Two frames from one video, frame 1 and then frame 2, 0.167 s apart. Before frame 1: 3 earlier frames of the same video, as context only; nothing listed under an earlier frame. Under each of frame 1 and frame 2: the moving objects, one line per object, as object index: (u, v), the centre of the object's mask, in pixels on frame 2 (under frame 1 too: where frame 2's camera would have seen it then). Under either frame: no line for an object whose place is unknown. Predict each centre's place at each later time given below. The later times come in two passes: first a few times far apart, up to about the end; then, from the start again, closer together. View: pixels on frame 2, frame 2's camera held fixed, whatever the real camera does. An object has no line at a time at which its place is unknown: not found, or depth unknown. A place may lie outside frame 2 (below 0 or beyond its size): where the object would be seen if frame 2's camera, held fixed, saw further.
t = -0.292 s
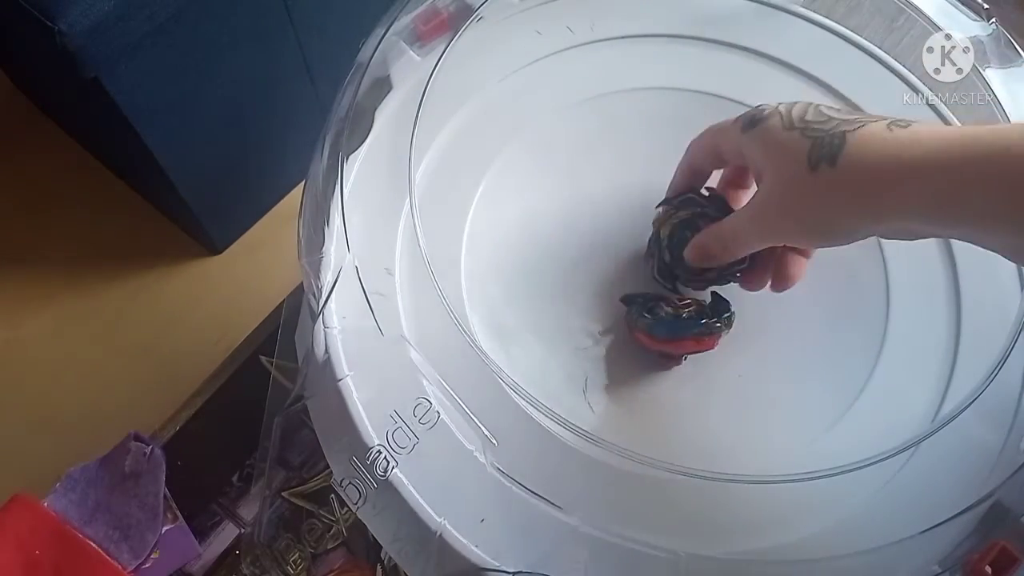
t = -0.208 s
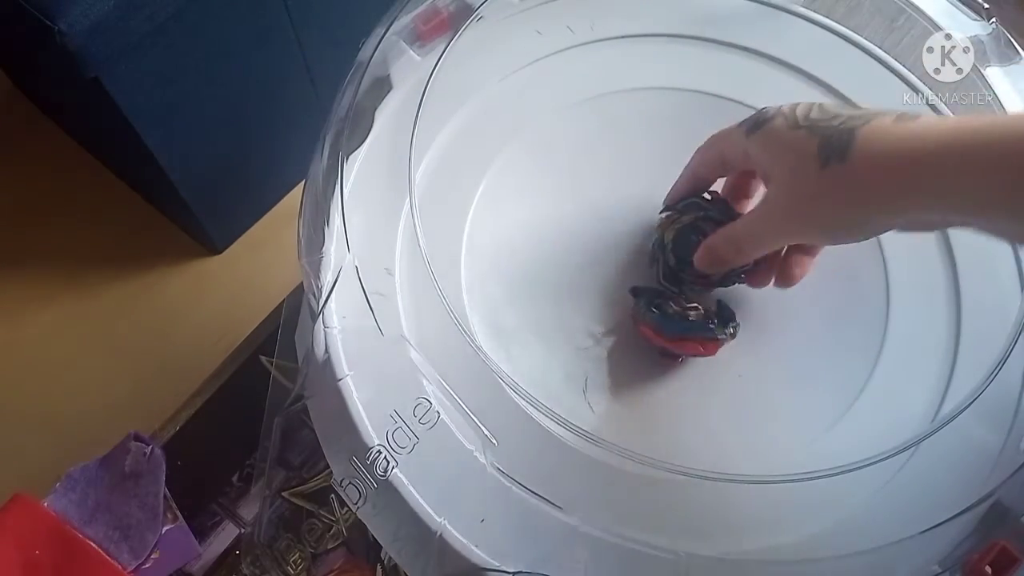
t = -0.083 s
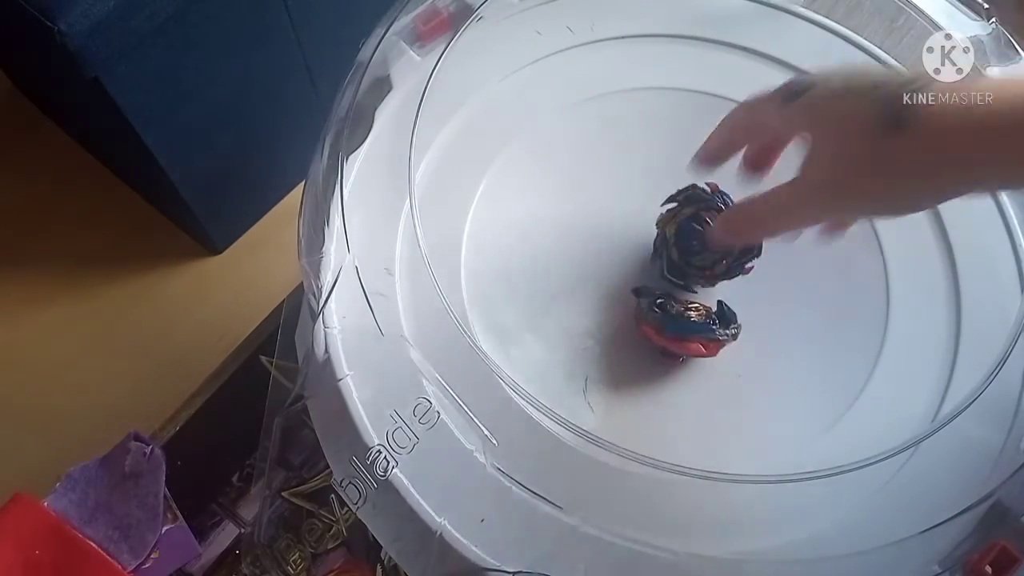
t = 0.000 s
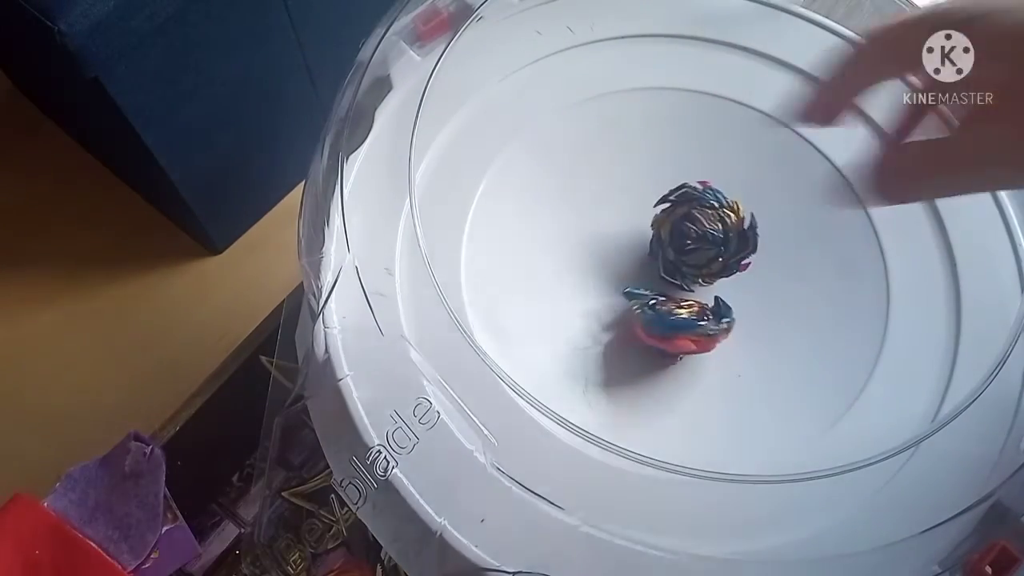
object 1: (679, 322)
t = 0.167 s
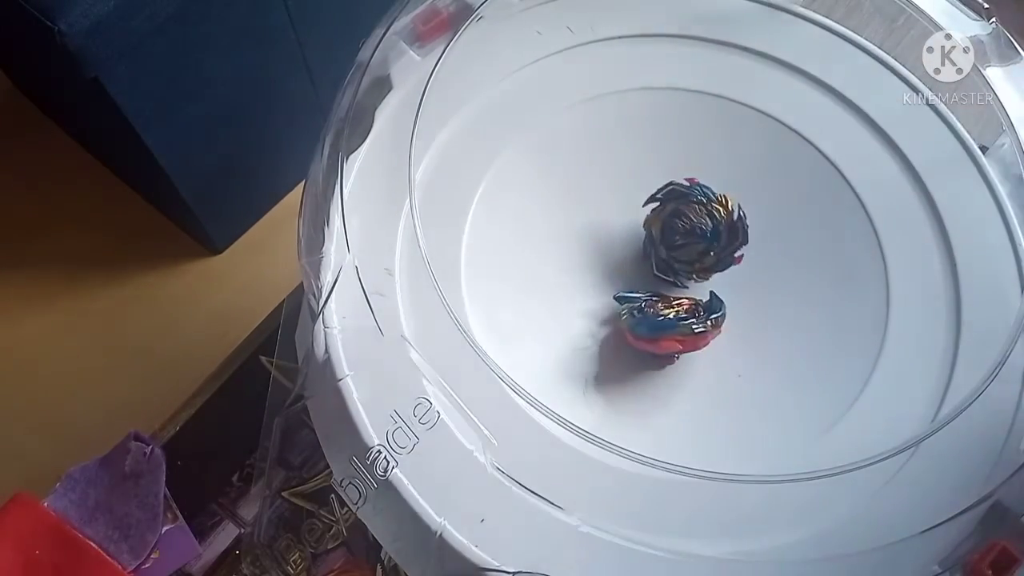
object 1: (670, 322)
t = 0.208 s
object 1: (670, 322)
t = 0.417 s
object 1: (683, 323)
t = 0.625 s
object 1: (676, 322)
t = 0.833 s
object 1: (675, 322)
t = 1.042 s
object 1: (683, 322)
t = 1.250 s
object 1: (672, 322)
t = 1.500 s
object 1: (682, 322)
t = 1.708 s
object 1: (675, 322)
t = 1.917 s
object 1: (676, 321)
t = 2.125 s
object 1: (681, 321)
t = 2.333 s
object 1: (672, 322)
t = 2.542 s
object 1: (679, 322)
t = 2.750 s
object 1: (676, 321)
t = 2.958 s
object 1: (673, 321)
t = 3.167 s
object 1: (679, 322)
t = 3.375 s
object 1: (676, 321)
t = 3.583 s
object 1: (675, 321)
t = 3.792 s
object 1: (680, 322)
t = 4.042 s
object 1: (674, 321)
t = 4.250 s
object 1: (675, 321)
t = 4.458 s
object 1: (679, 322)
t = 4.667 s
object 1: (676, 321)
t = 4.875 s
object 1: (674, 321)
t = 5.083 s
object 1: (676, 321)
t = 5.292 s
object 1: (679, 322)
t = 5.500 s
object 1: (677, 321)
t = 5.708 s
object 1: (675, 321)
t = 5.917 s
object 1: (677, 322)
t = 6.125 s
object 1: (678, 322)
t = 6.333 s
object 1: (676, 321)
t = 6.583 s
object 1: (678, 322)
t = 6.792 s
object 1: (677, 321)
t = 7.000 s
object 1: (677, 322)
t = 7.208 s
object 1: (677, 321)
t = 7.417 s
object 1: (677, 322)
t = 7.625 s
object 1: (677, 322)
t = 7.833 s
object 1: (677, 322)
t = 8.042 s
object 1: (677, 322)
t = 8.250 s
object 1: (677, 322)
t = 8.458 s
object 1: (677, 322)
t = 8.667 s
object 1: (677, 322)
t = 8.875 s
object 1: (677, 322)
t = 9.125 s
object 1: (677, 322)
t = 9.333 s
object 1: (677, 321)
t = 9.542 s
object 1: (677, 322)
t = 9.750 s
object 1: (677, 321)
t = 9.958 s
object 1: (677, 321)
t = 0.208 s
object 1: (670, 322)
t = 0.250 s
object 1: (672, 322)
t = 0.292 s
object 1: (675, 322)
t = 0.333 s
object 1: (678, 321)
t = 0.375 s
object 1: (682, 322)
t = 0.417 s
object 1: (683, 323)
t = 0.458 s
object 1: (684, 323)
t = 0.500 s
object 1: (684, 322)
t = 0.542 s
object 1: (683, 322)
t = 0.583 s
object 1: (679, 321)
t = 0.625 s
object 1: (676, 322)
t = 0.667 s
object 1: (674, 322)
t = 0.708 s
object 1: (671, 322)
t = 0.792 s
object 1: (673, 322)
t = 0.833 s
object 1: (675, 322)
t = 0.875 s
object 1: (677, 322)
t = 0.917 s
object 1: (681, 322)
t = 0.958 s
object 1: (683, 322)
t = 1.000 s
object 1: (683, 322)
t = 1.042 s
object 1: (683, 322)
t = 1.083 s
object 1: (682, 322)
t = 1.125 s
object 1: (678, 322)
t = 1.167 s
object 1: (676, 322)
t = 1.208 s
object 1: (674, 322)
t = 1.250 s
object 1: (672, 322)
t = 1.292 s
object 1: (672, 322)
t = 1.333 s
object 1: (674, 322)
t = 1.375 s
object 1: (676, 322)
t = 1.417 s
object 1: (678, 322)
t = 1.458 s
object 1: (681, 322)
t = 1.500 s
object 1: (682, 322)
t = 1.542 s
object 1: (682, 322)
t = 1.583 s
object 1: (682, 322)
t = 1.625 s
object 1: (679, 321)
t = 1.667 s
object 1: (677, 321)
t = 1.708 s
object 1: (675, 322)
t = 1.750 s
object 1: (673, 322)
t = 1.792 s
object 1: (672, 322)
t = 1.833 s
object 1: (673, 322)
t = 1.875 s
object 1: (674, 321)
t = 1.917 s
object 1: (676, 321)
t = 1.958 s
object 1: (678, 321)
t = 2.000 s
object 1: (681, 321)
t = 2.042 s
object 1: (681, 321)
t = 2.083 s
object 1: (681, 321)
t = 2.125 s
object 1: (681, 321)
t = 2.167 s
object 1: (678, 321)
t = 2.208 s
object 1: (676, 322)
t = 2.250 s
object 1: (675, 322)
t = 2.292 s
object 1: (673, 322)
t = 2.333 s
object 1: (672, 322)
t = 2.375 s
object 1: (673, 322)
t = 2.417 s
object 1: (674, 322)
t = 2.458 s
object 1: (676, 322)
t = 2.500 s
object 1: (677, 321)
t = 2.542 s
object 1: (679, 322)
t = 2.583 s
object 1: (680, 322)
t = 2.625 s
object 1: (680, 322)
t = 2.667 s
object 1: (680, 322)
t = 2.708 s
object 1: (678, 322)
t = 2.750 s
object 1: (676, 321)
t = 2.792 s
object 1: (675, 321)
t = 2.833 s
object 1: (674, 321)
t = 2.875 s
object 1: (673, 321)
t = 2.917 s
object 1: (672, 321)
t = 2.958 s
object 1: (673, 321)
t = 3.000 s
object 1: (674, 321)
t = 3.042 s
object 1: (675, 321)
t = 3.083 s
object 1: (677, 322)
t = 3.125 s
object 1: (679, 322)
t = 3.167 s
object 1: (679, 322)
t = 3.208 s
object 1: (680, 322)
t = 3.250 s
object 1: (679, 322)
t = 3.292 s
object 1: (678, 322)
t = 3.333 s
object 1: (677, 321)
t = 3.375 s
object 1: (676, 321)
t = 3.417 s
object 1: (674, 321)
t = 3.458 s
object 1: (673, 321)
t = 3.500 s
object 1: (673, 321)
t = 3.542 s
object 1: (674, 321)
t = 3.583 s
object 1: (675, 321)
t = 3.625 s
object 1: (676, 321)
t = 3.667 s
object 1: (677, 322)
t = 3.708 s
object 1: (678, 322)
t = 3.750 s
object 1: (679, 322)
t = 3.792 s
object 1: (680, 322)
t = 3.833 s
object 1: (679, 322)
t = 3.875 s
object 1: (678, 322)
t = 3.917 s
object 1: (677, 322)
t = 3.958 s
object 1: (676, 321)
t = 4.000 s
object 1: (675, 321)
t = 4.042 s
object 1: (674, 321)
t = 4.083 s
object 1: (674, 321)
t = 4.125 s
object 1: (674, 321)
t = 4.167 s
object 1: (674, 321)
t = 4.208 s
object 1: (675, 321)
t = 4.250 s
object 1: (675, 321)
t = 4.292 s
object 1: (676, 321)
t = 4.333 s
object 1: (677, 321)
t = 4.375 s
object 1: (678, 322)
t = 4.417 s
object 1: (679, 322)
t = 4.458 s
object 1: (679, 322)
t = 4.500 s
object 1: (679, 322)
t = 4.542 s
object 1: (678, 322)
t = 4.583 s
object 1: (678, 322)
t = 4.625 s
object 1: (677, 321)
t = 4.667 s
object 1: (676, 321)
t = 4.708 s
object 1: (675, 321)
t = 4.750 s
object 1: (675, 321)
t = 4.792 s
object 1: (675, 321)
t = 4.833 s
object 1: (674, 321)
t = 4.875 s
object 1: (674, 321)
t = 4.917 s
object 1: (674, 321)
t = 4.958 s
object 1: (675, 321)
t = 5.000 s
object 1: (675, 321)
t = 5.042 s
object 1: (676, 321)
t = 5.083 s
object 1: (676, 321)
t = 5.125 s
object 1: (677, 321)
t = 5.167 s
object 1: (678, 322)
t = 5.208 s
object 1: (679, 322)
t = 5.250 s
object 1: (679, 322)
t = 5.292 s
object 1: (679, 322)
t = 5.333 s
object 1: (679, 322)
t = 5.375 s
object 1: (678, 322)
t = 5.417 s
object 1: (678, 322)
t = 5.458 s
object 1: (678, 322)
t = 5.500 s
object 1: (677, 321)
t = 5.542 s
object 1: (676, 321)
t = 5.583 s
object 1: (676, 321)
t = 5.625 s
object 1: (676, 321)
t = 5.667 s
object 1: (675, 321)
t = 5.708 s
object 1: (675, 321)
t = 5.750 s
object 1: (675, 321)
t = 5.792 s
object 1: (676, 321)
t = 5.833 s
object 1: (676, 321)
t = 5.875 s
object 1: (676, 321)
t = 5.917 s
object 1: (677, 322)
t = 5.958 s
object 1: (678, 322)
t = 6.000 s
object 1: (678, 322)
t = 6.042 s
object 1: (678, 322)
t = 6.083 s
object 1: (678, 322)
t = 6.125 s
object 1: (678, 322)
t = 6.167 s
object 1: (678, 322)
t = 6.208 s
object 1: (677, 321)
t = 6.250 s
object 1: (676, 321)
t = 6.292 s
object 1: (676, 321)
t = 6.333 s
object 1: (676, 321)
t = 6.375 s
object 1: (676, 321)
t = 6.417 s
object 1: (676, 321)
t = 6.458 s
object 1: (677, 321)
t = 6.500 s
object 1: (677, 321)
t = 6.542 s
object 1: (678, 322)
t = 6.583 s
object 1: (678, 322)
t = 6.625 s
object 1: (678, 322)
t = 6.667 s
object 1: (678, 322)
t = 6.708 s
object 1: (677, 322)
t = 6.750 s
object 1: (677, 322)
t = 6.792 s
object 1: (677, 321)
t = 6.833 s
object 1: (676, 321)
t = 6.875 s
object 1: (676, 322)
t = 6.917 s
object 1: (677, 322)
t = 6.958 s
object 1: (677, 321)
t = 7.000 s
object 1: (677, 322)
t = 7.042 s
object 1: (678, 322)
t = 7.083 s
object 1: (678, 322)
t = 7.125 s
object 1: (678, 322)
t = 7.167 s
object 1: (677, 322)
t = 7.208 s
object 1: (677, 321)
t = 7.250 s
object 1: (677, 322)
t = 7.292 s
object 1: (677, 321)
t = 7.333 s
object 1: (677, 321)
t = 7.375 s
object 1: (677, 321)
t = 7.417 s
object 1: (677, 322)
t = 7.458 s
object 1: (678, 322)
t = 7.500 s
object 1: (678, 322)
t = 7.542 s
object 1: (678, 322)
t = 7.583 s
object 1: (677, 322)
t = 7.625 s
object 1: (677, 322)
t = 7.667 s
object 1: (677, 322)
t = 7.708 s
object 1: (677, 322)
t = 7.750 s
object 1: (677, 322)
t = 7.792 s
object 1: (677, 322)
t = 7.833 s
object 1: (677, 322)
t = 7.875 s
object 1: (678, 322)
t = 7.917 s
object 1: (678, 322)
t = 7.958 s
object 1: (677, 322)
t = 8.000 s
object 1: (677, 322)
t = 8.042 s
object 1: (677, 322)
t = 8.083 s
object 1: (677, 322)
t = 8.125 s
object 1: (677, 322)
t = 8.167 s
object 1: (677, 322)
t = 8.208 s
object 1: (677, 322)
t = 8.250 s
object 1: (677, 322)
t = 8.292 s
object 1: (677, 322)
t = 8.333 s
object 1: (677, 322)
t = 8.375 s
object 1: (677, 322)
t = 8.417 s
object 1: (677, 322)
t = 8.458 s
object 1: (677, 322)
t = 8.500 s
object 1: (677, 322)
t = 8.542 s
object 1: (677, 322)
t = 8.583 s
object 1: (677, 322)
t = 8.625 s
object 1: (677, 322)
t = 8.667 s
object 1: (677, 322)
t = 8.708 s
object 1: (677, 322)
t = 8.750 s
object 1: (677, 322)
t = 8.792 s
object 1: (677, 322)
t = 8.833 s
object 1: (677, 322)
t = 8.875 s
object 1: (677, 322)
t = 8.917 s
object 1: (677, 322)
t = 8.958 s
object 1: (677, 322)
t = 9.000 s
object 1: (677, 322)
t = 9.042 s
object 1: (677, 322)
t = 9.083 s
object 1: (677, 322)
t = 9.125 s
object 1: (677, 322)
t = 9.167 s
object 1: (677, 322)
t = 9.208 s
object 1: (677, 322)
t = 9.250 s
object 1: (677, 322)
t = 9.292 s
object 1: (677, 322)
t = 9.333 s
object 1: (677, 321)
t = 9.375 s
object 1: (677, 322)
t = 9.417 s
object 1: (677, 322)
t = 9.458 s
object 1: (677, 322)
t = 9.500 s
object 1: (677, 322)
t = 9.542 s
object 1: (677, 322)
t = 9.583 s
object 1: (677, 321)
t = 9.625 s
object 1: (677, 321)
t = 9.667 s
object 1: (677, 321)
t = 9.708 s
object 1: (677, 321)
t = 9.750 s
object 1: (677, 321)
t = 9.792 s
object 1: (677, 321)
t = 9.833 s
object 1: (677, 321)
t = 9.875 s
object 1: (677, 321)
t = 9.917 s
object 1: (677, 321)
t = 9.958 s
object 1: (677, 321)
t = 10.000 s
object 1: (677, 321)
